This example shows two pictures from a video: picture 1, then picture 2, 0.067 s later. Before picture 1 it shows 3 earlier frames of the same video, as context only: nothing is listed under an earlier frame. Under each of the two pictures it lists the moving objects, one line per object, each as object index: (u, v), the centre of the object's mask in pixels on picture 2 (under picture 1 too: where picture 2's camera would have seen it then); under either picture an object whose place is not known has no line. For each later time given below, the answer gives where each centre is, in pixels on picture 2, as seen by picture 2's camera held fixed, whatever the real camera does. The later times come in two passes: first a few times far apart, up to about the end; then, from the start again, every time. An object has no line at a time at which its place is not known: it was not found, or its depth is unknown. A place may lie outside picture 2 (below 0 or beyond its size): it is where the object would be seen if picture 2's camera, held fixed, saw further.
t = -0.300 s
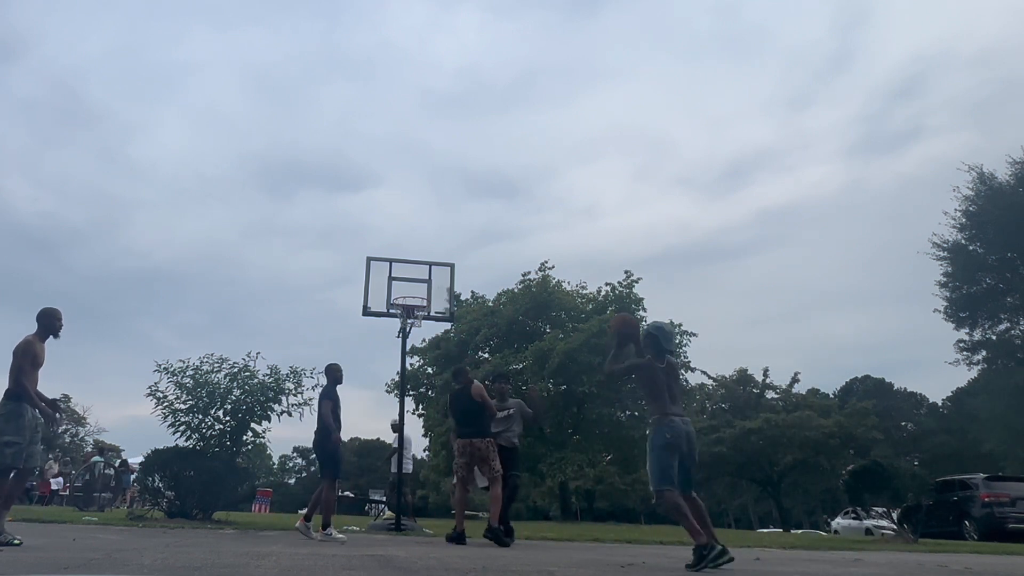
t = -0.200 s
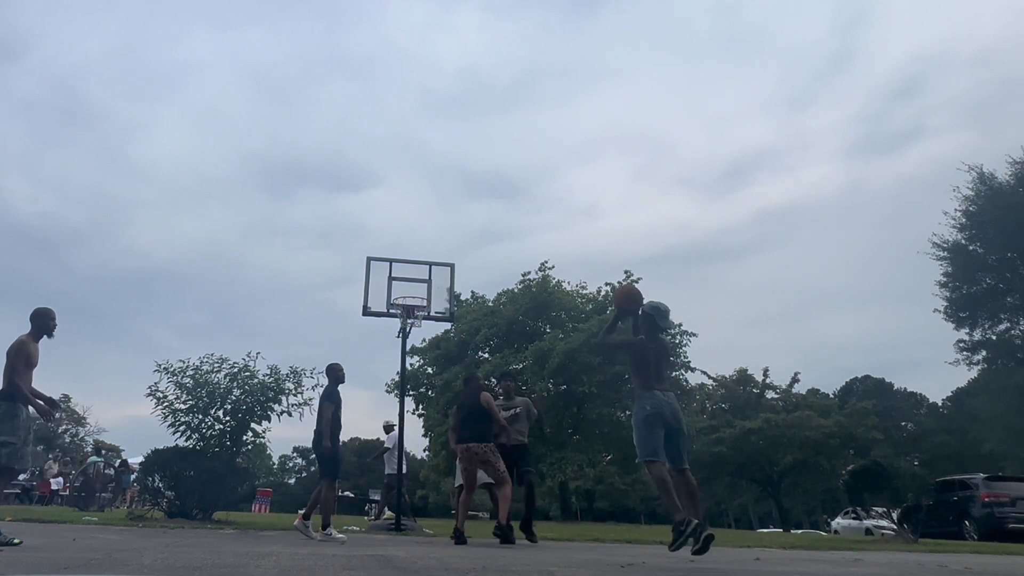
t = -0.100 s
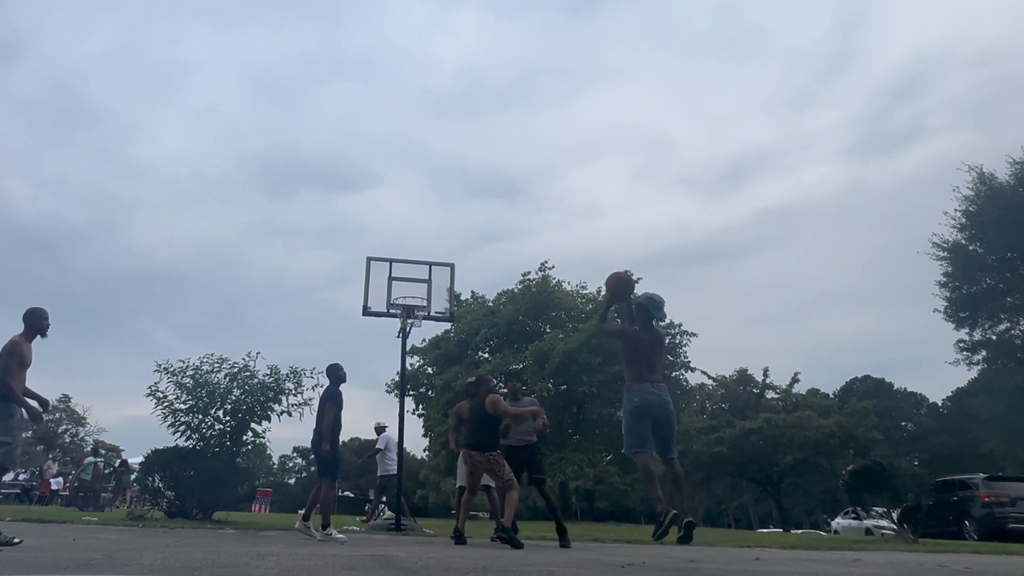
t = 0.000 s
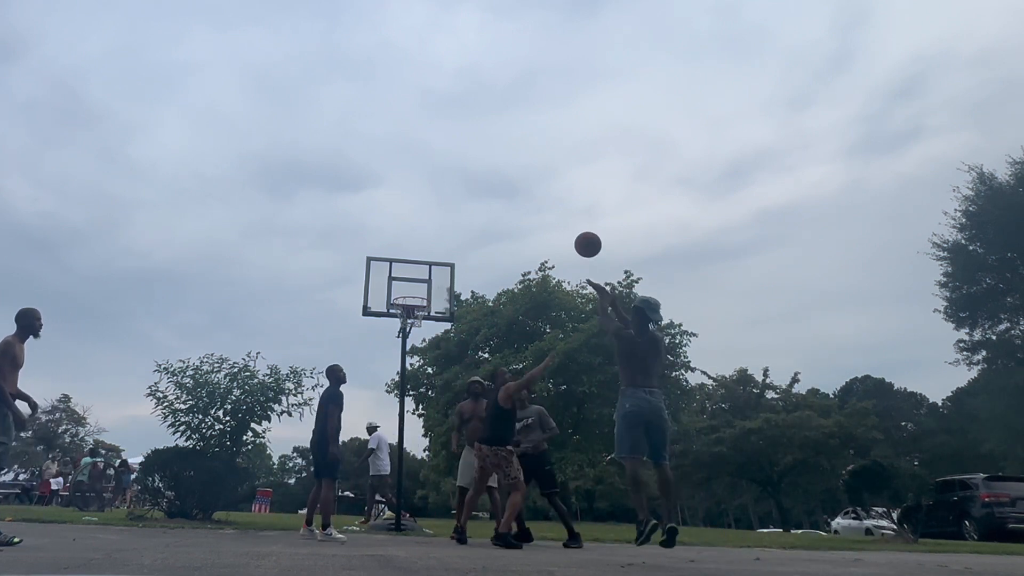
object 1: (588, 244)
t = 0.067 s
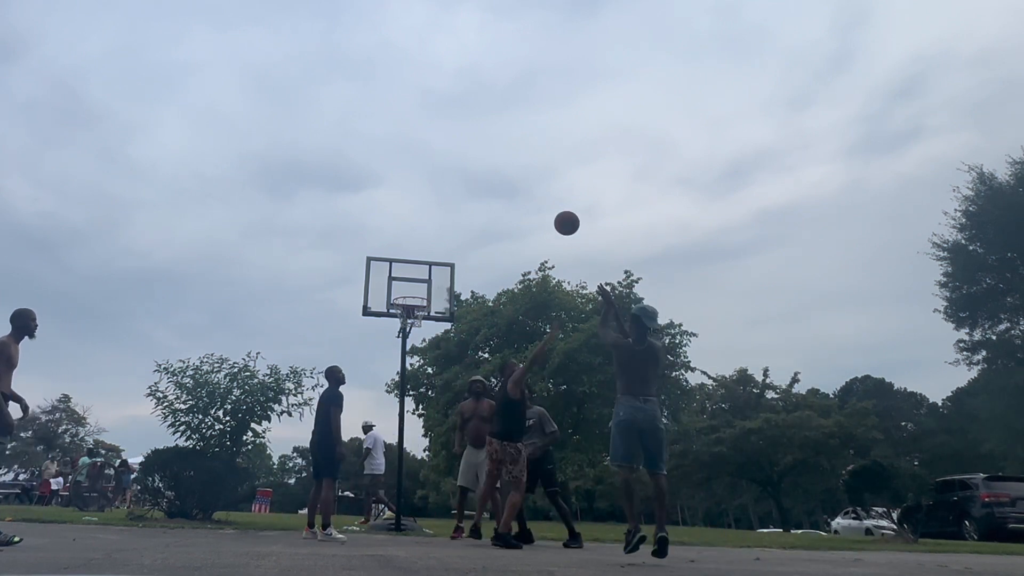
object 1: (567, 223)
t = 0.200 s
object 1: (531, 197)
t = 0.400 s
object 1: (491, 190)
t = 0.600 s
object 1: (460, 212)
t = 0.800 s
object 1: (433, 258)
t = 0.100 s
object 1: (557, 215)
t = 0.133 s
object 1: (548, 208)
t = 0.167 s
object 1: (540, 202)
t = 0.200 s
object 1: (531, 197)
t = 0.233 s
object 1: (524, 194)
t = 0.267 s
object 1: (517, 191)
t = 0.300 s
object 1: (510, 190)
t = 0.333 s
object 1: (503, 189)
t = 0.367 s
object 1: (497, 189)
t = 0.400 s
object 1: (491, 190)
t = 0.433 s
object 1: (486, 192)
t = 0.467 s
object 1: (480, 195)
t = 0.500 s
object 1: (475, 198)
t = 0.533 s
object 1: (470, 202)
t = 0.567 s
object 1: (465, 207)
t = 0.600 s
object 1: (460, 212)
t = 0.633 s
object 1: (455, 218)
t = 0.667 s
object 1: (450, 225)
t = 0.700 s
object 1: (446, 232)
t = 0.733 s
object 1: (442, 240)
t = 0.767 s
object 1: (438, 249)
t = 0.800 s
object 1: (433, 258)
